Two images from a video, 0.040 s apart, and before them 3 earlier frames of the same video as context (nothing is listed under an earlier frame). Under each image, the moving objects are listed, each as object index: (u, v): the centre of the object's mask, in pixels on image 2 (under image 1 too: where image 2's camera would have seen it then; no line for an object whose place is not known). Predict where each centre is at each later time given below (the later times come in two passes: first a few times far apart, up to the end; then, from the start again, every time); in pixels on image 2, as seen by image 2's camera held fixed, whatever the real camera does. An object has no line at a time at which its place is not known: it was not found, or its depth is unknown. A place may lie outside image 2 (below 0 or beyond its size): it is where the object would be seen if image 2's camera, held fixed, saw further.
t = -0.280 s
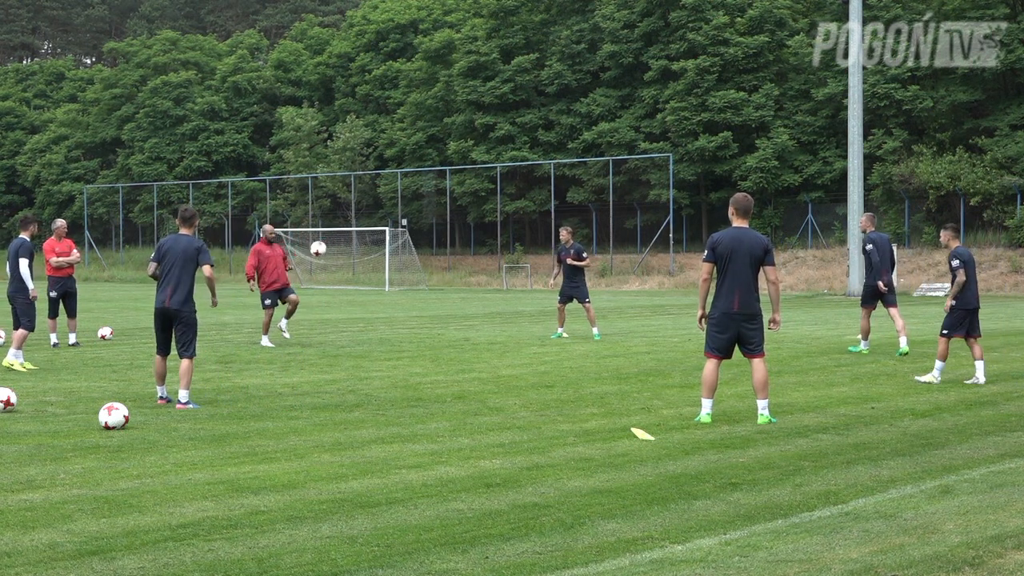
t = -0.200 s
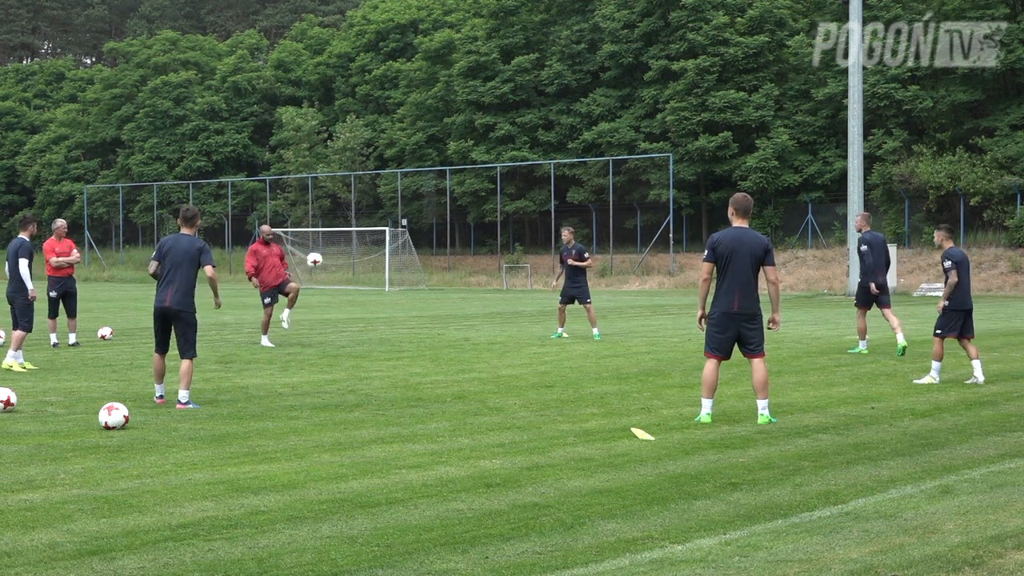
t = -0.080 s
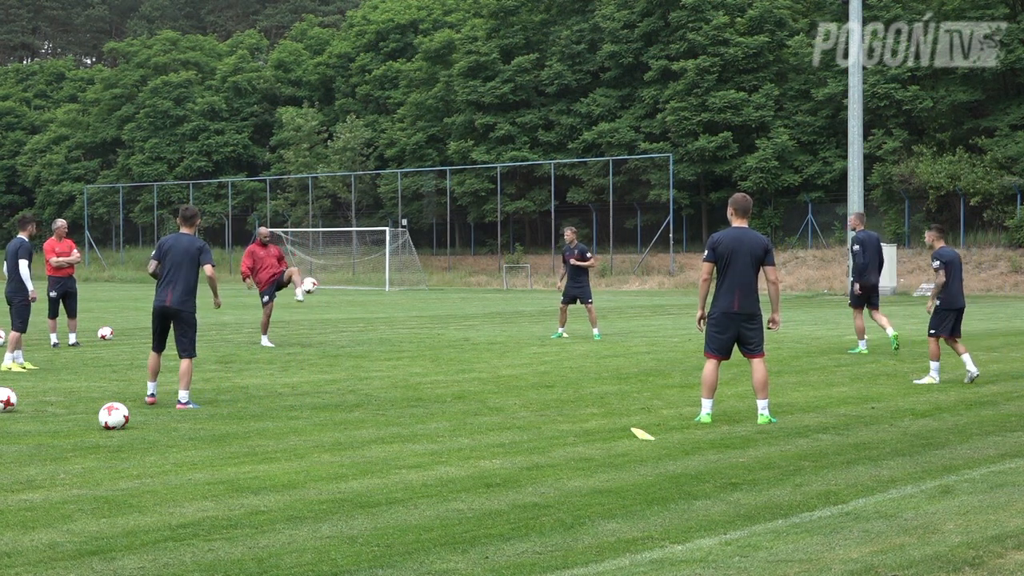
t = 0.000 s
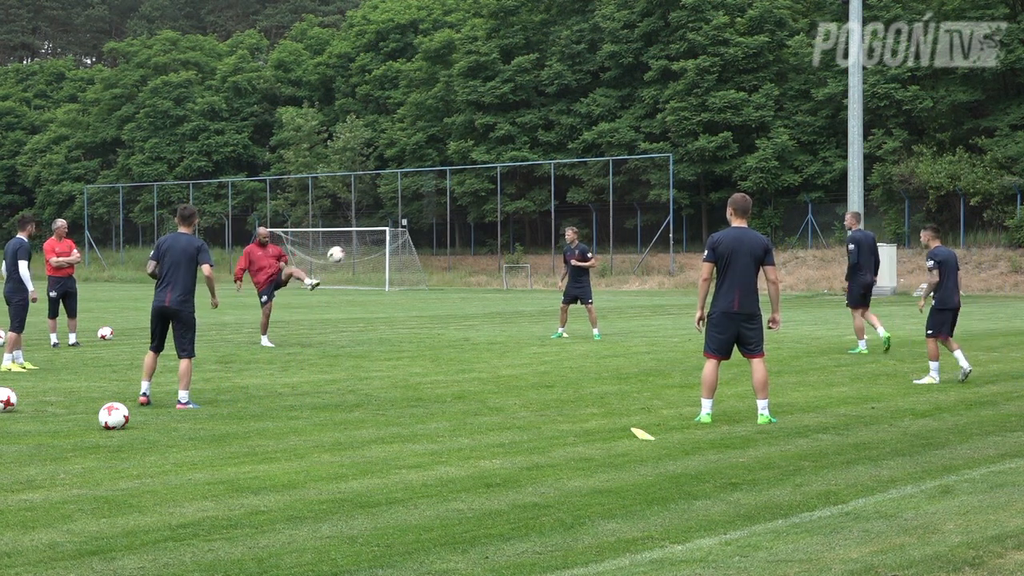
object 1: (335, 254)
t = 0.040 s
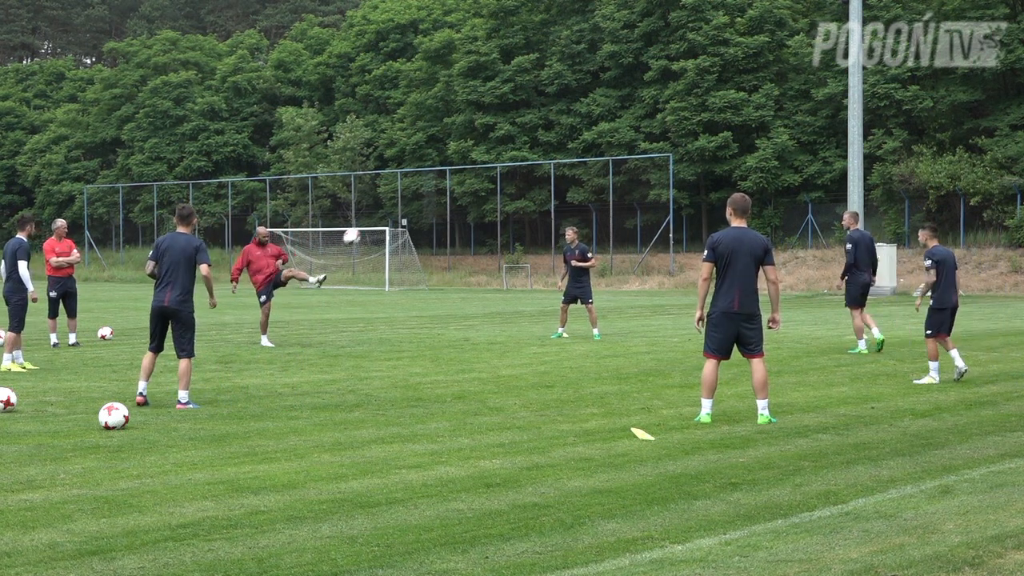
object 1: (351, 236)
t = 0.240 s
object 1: (432, 163)
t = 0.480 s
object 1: (528, 113)
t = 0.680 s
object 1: (609, 101)
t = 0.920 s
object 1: (704, 126)
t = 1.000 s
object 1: (736, 144)
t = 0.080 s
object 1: (367, 220)
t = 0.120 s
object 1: (383, 204)
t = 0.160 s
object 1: (400, 189)
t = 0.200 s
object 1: (416, 175)
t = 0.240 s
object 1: (432, 163)
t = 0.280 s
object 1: (448, 152)
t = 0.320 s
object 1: (464, 142)
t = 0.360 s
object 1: (480, 133)
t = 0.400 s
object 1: (496, 125)
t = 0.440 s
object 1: (512, 118)
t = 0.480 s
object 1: (528, 113)
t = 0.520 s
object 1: (545, 108)
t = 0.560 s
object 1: (561, 105)
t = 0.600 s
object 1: (577, 102)
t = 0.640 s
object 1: (593, 101)
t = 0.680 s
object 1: (609, 101)
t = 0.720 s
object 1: (625, 102)
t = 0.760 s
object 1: (641, 105)
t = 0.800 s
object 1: (656, 108)
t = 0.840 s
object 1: (672, 112)
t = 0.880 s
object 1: (688, 119)
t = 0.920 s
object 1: (704, 126)
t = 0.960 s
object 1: (720, 134)
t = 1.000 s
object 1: (736, 144)
